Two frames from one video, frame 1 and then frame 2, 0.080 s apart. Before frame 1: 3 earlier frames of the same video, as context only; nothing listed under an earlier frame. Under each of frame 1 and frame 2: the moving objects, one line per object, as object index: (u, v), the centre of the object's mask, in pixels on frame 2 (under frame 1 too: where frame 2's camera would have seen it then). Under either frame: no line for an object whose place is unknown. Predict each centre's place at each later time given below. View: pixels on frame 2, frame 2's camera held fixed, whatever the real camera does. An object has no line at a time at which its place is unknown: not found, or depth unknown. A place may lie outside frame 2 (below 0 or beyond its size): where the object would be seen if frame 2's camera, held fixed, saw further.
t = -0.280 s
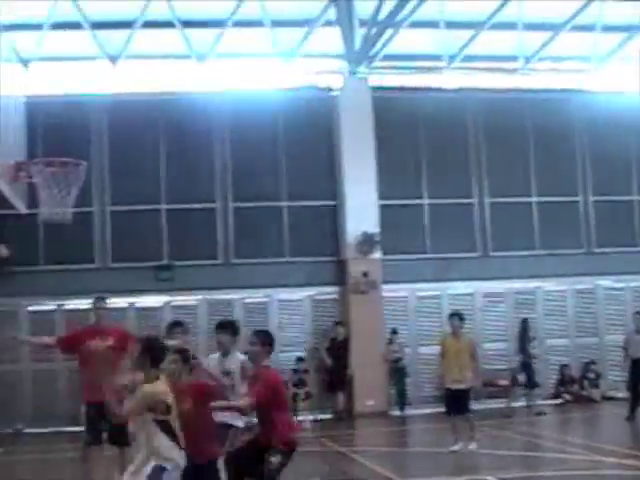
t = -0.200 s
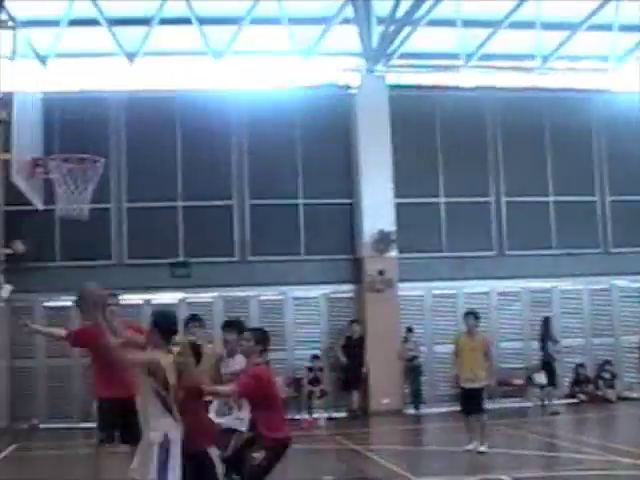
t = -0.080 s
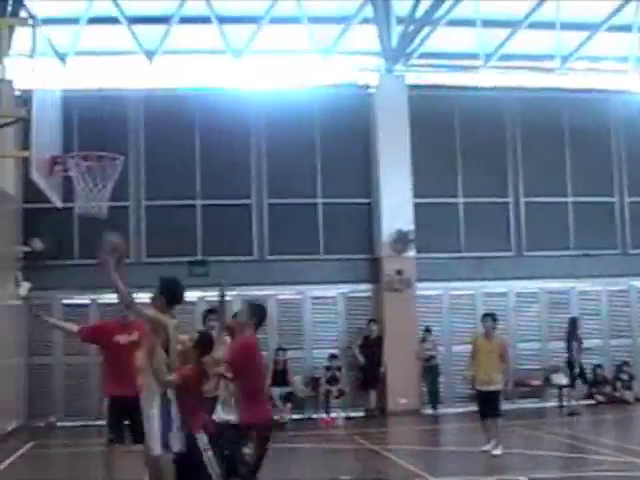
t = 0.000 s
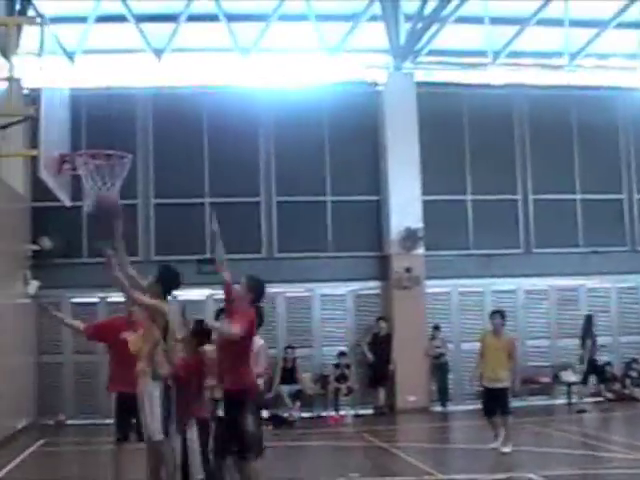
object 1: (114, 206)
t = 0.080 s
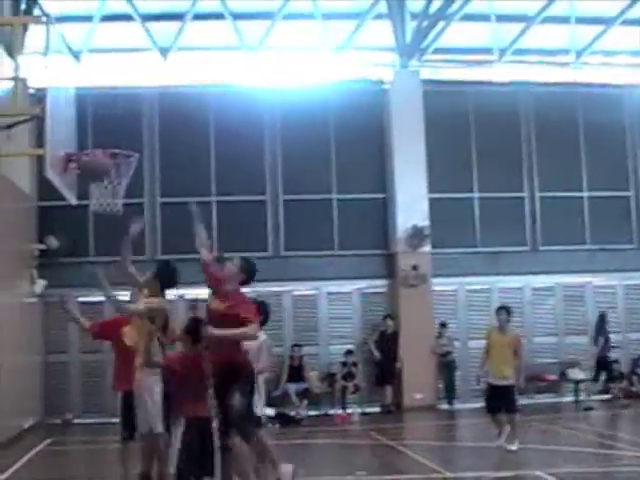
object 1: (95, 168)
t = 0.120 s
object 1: (84, 152)
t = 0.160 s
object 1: (75, 139)
